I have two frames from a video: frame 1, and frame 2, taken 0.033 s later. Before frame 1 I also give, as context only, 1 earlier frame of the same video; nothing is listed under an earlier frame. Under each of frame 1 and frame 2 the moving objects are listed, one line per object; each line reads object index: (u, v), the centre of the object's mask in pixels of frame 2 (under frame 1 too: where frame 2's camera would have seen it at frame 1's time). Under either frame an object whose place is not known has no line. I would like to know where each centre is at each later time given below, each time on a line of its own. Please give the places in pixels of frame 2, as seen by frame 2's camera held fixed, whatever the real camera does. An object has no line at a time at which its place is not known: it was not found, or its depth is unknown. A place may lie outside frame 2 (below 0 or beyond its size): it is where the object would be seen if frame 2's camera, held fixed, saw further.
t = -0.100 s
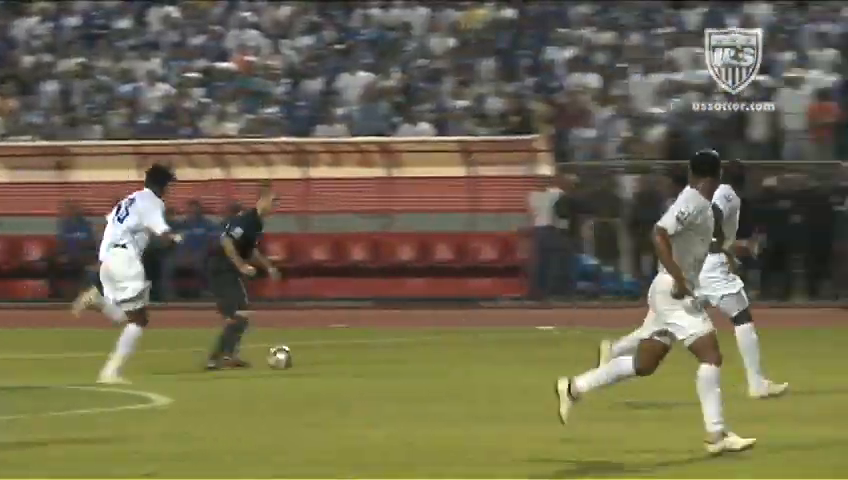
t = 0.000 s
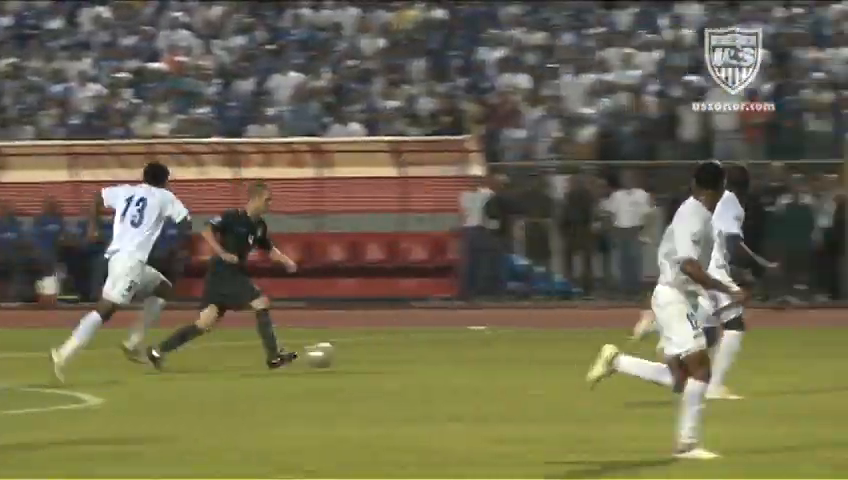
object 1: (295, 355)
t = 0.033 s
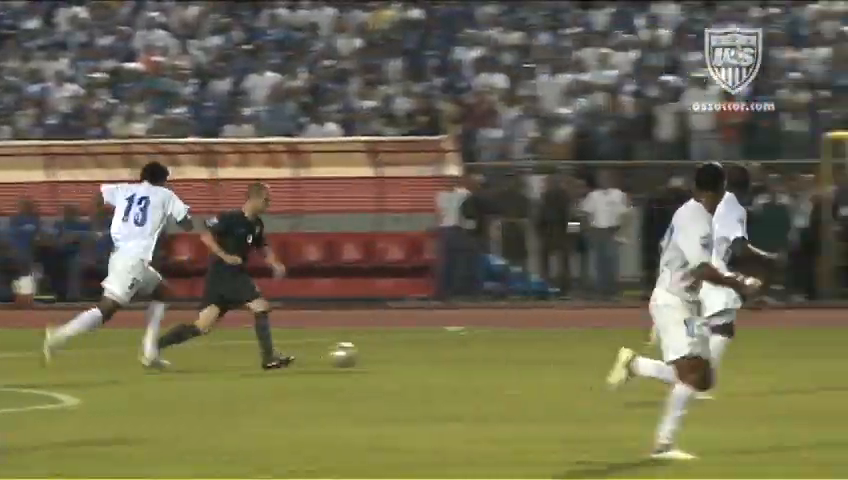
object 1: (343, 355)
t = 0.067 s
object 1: (389, 354)
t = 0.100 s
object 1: (433, 353)
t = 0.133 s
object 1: (475, 353)
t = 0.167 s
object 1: (513, 352)
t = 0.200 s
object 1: (553, 352)
